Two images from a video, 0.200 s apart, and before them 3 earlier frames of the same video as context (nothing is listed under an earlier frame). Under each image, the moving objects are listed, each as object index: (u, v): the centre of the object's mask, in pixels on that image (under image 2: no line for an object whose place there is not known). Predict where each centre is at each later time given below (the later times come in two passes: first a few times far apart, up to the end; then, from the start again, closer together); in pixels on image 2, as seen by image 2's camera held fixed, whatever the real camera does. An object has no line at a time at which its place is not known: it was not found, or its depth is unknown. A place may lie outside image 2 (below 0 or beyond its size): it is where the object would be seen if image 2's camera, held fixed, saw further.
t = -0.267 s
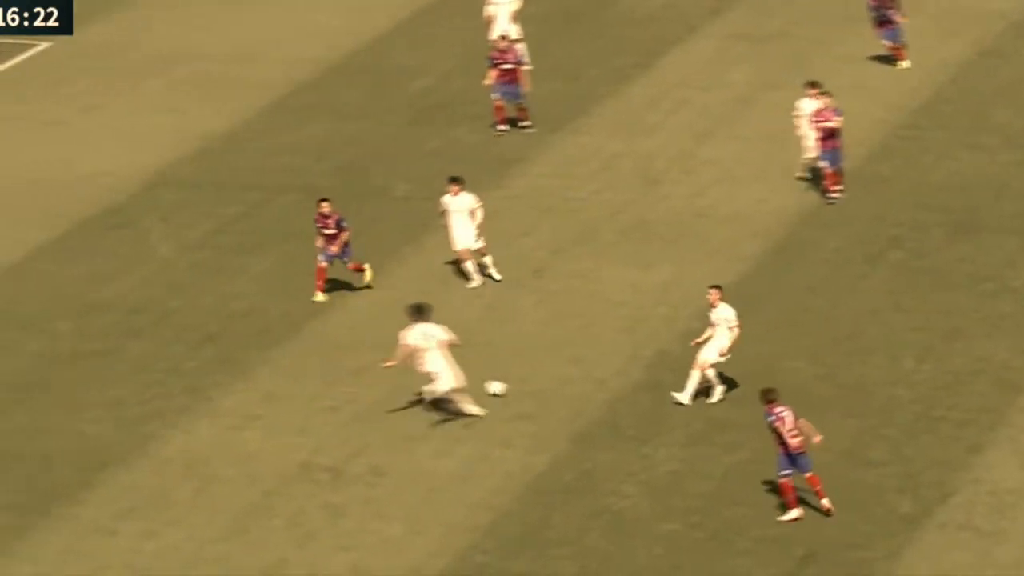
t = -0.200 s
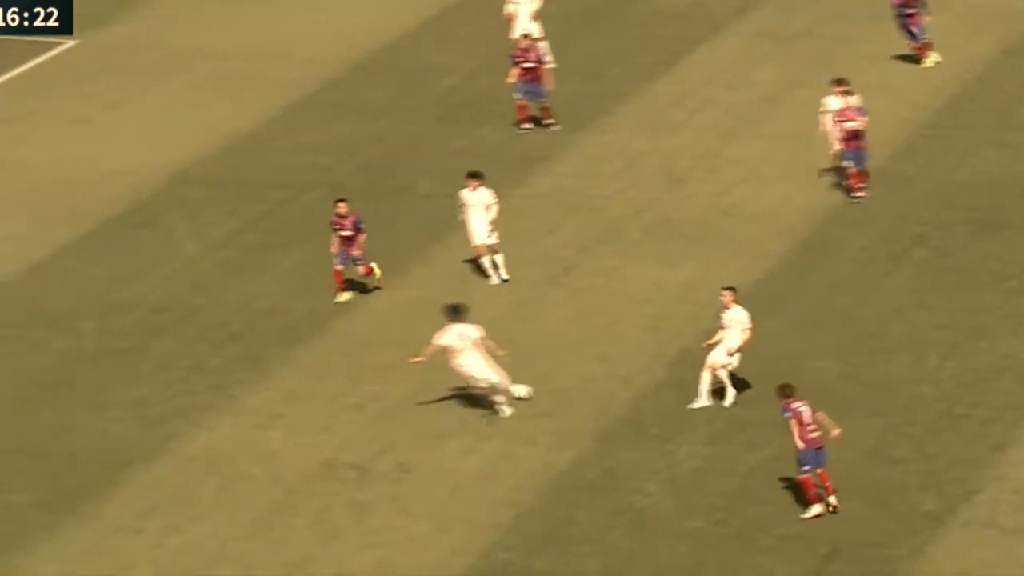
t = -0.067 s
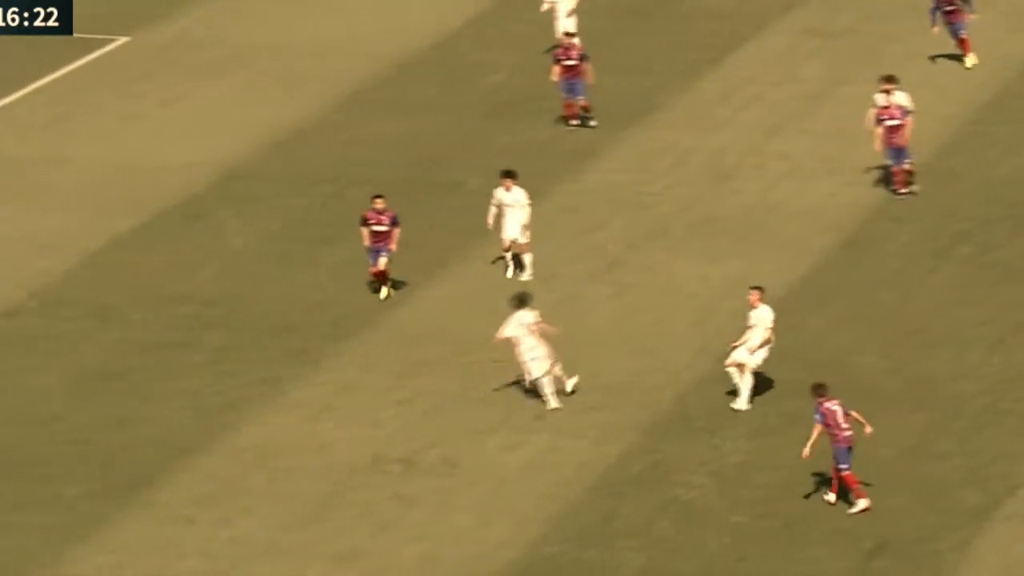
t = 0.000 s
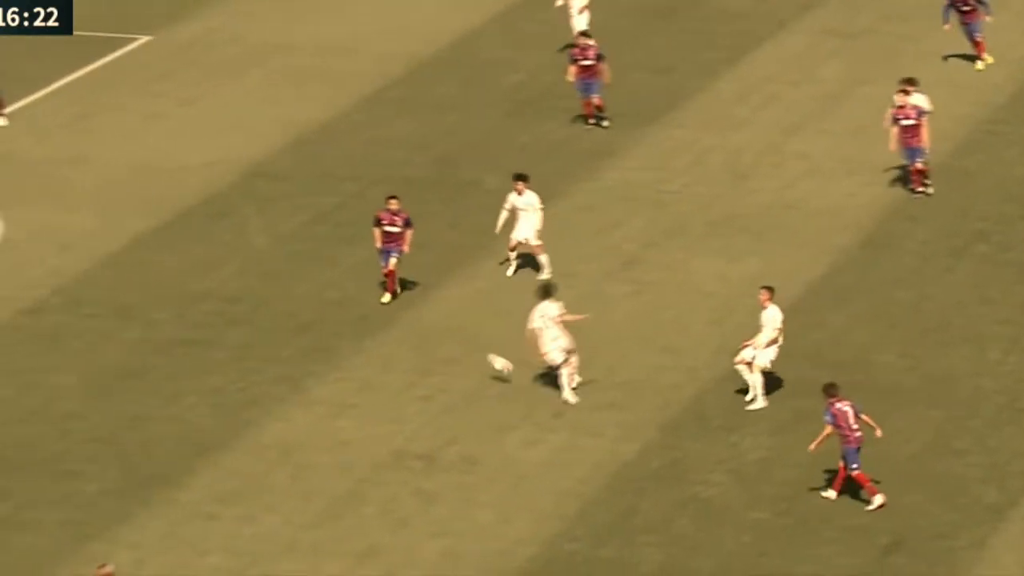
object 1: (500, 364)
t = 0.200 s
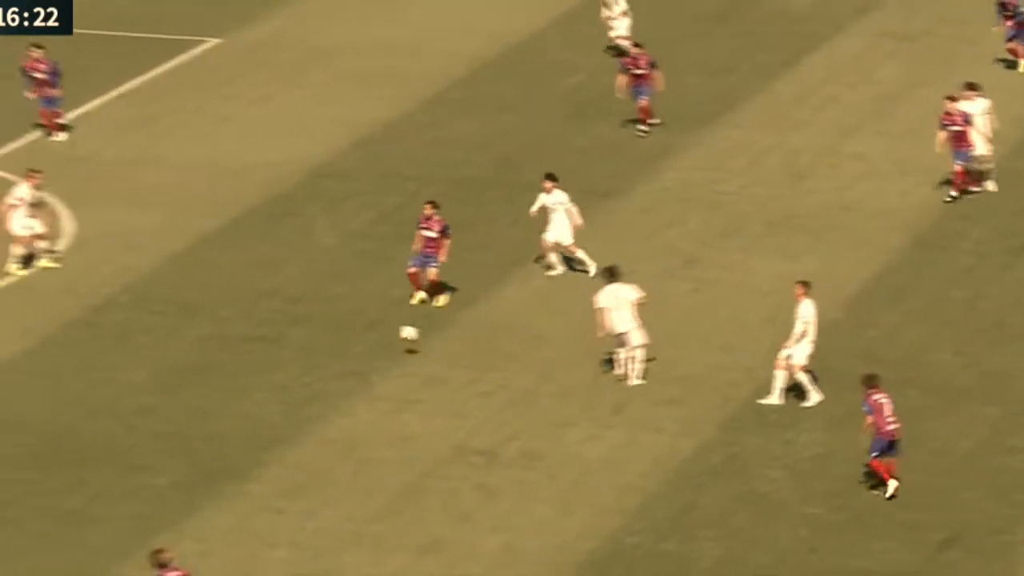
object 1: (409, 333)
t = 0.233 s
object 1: (385, 331)
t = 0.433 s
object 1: (251, 321)
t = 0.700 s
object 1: (95, 305)
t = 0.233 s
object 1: (385, 331)
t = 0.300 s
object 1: (337, 333)
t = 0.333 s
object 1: (314, 333)
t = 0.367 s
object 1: (291, 330)
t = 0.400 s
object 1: (271, 325)
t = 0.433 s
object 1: (251, 321)
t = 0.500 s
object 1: (210, 311)
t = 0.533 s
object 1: (191, 308)
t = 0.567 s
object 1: (172, 306)
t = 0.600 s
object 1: (152, 305)
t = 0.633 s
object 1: (133, 304)
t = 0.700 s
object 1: (95, 305)
